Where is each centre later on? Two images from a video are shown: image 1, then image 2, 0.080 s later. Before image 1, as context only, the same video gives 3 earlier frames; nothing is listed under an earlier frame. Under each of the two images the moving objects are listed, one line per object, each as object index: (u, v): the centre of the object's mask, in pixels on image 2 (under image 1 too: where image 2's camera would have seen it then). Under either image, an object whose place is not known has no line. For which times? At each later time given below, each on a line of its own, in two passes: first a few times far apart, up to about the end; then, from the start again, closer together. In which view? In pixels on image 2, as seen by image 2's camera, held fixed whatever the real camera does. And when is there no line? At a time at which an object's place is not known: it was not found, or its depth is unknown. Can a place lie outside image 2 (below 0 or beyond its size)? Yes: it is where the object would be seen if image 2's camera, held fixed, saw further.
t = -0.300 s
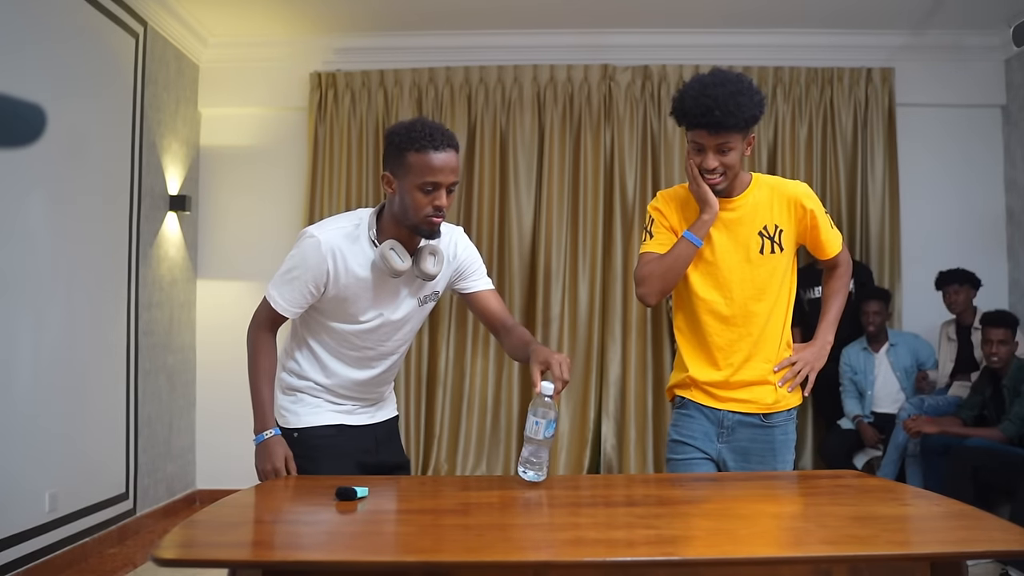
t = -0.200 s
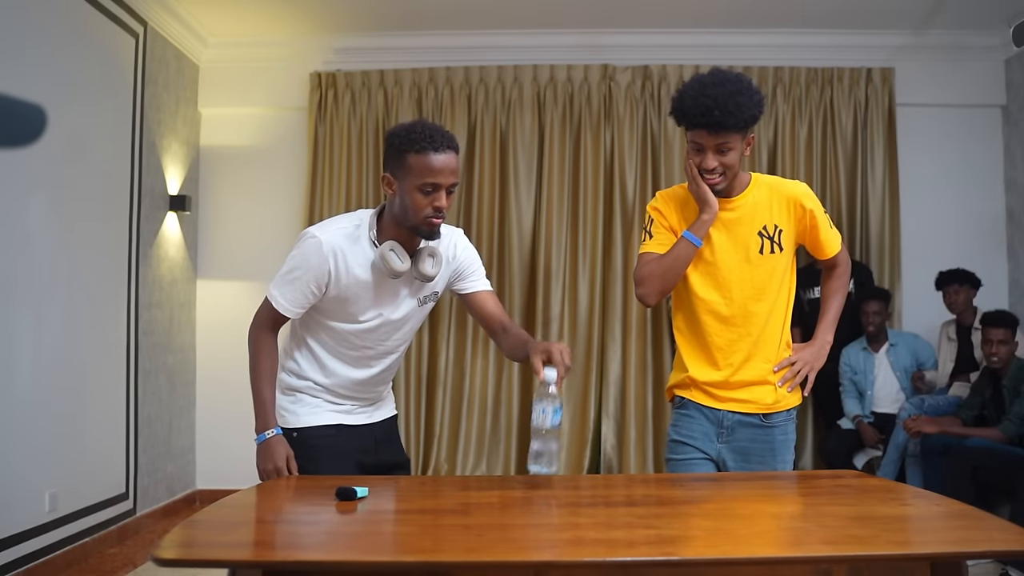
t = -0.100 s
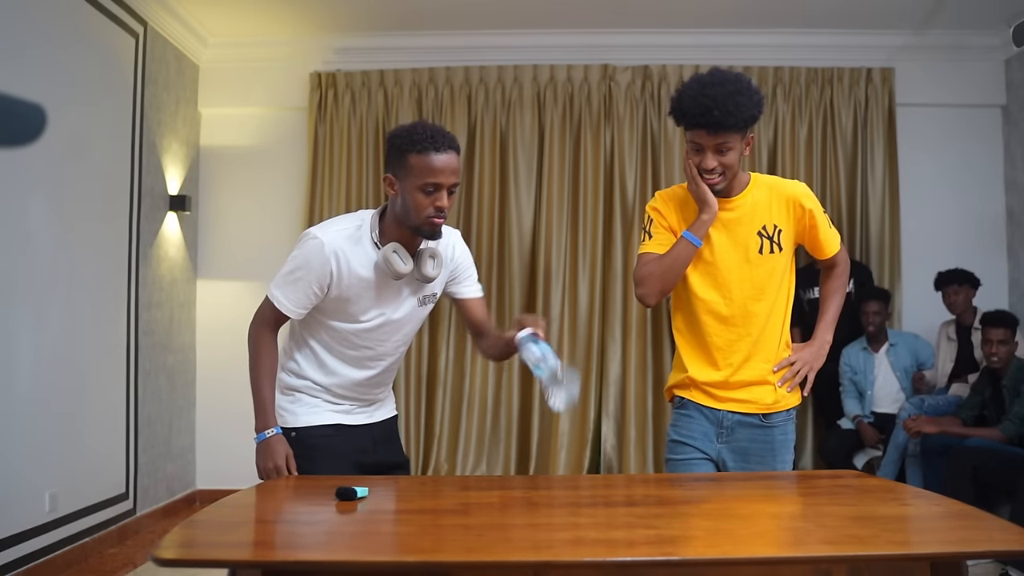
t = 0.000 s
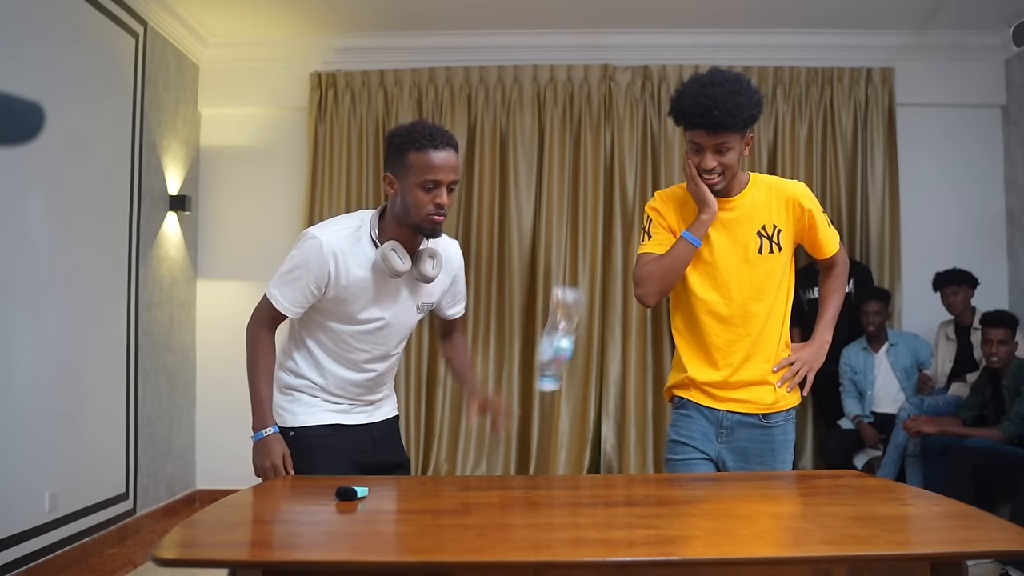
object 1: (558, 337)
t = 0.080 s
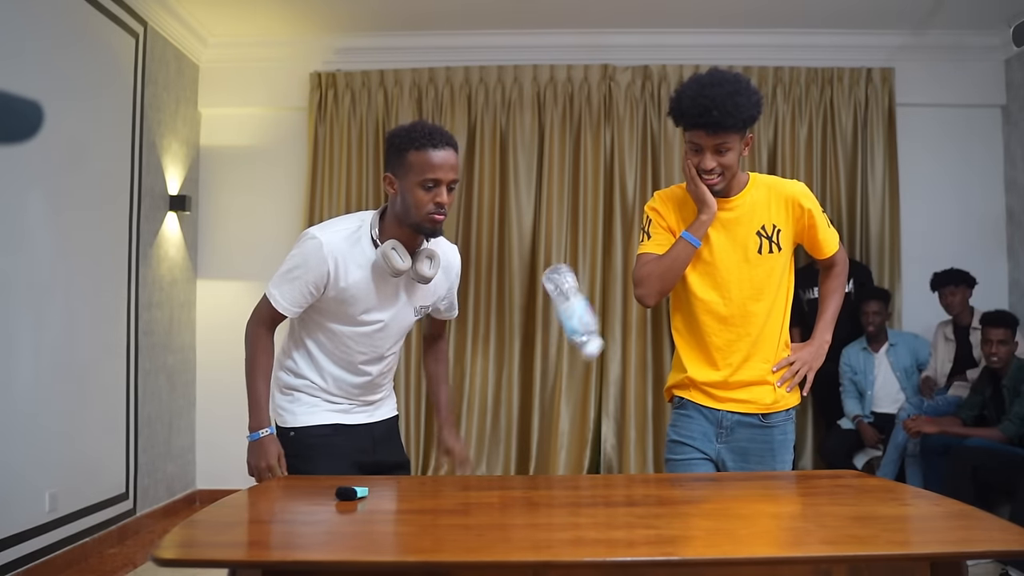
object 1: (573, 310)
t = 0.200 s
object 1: (584, 330)
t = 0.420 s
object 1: (614, 488)
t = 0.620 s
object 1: (622, 489)
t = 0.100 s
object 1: (576, 307)
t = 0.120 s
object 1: (578, 306)
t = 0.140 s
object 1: (579, 308)
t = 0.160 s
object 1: (581, 313)
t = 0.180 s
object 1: (582, 320)
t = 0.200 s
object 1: (584, 330)
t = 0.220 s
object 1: (586, 342)
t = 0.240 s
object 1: (588, 356)
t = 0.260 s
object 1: (590, 372)
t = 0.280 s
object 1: (591, 391)
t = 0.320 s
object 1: (595, 436)
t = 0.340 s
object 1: (600, 455)
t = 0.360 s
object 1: (607, 463)
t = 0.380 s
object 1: (614, 475)
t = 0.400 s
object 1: (615, 488)
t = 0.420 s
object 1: (614, 488)
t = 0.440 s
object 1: (615, 489)
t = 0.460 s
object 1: (616, 489)
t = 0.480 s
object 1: (617, 490)
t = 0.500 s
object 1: (618, 490)
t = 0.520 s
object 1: (618, 490)
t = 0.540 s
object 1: (619, 490)
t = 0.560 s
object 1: (620, 490)
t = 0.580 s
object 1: (621, 489)
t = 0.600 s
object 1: (622, 489)
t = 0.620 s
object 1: (622, 489)
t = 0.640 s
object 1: (622, 489)
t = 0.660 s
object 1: (622, 489)
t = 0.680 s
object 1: (622, 489)
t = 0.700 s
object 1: (622, 489)
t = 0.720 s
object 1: (622, 489)
